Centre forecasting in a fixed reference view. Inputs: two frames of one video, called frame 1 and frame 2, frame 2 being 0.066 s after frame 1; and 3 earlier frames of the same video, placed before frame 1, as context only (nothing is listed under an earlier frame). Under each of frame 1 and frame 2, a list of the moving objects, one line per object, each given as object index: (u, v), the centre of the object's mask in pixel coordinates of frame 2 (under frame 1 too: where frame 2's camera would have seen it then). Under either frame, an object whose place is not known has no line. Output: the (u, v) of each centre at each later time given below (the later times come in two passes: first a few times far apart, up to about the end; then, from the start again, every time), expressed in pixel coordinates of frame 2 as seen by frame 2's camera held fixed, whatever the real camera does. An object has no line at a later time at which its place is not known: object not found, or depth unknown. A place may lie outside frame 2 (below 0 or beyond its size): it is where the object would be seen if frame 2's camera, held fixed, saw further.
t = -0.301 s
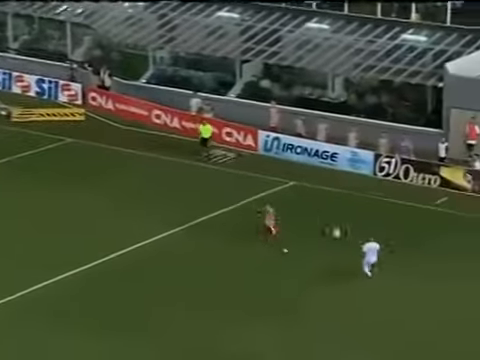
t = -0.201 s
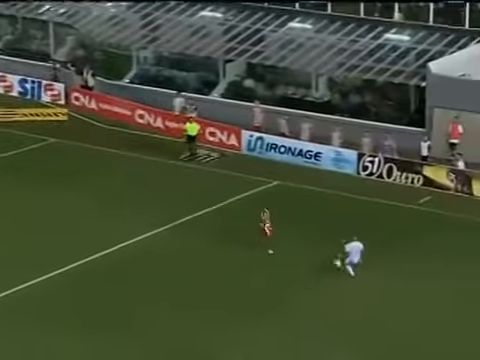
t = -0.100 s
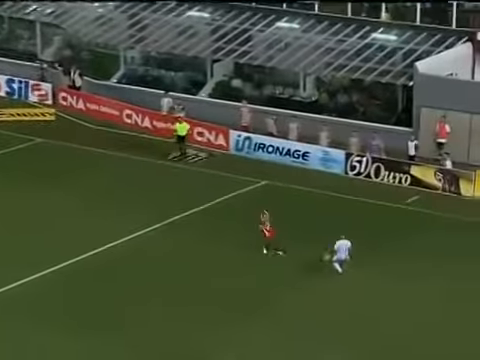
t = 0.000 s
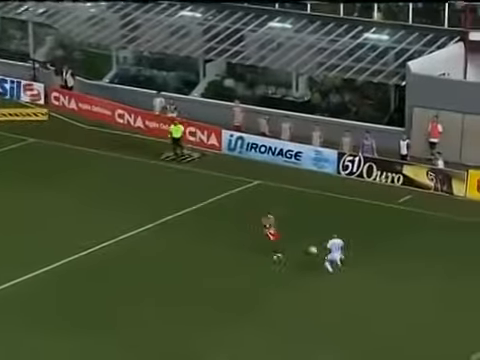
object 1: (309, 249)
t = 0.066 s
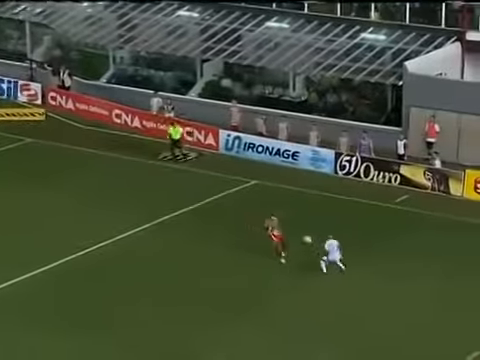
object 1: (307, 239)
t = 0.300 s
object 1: (297, 213)
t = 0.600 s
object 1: (286, 203)
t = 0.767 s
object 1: (279, 209)
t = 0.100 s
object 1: (306, 235)
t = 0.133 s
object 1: (305, 230)
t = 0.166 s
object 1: (303, 225)
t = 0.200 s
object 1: (302, 222)
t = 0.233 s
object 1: (300, 218)
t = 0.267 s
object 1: (299, 215)
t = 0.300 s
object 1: (297, 213)
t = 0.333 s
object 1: (296, 210)
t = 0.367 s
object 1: (295, 208)
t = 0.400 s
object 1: (294, 206)
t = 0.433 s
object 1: (292, 205)
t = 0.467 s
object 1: (291, 204)
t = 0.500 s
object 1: (289, 203)
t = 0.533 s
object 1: (288, 203)
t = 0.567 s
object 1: (287, 203)
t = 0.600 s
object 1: (286, 203)
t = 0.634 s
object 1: (284, 204)
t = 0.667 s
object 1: (283, 205)
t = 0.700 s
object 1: (282, 206)
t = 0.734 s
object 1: (280, 207)
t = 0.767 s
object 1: (279, 209)
